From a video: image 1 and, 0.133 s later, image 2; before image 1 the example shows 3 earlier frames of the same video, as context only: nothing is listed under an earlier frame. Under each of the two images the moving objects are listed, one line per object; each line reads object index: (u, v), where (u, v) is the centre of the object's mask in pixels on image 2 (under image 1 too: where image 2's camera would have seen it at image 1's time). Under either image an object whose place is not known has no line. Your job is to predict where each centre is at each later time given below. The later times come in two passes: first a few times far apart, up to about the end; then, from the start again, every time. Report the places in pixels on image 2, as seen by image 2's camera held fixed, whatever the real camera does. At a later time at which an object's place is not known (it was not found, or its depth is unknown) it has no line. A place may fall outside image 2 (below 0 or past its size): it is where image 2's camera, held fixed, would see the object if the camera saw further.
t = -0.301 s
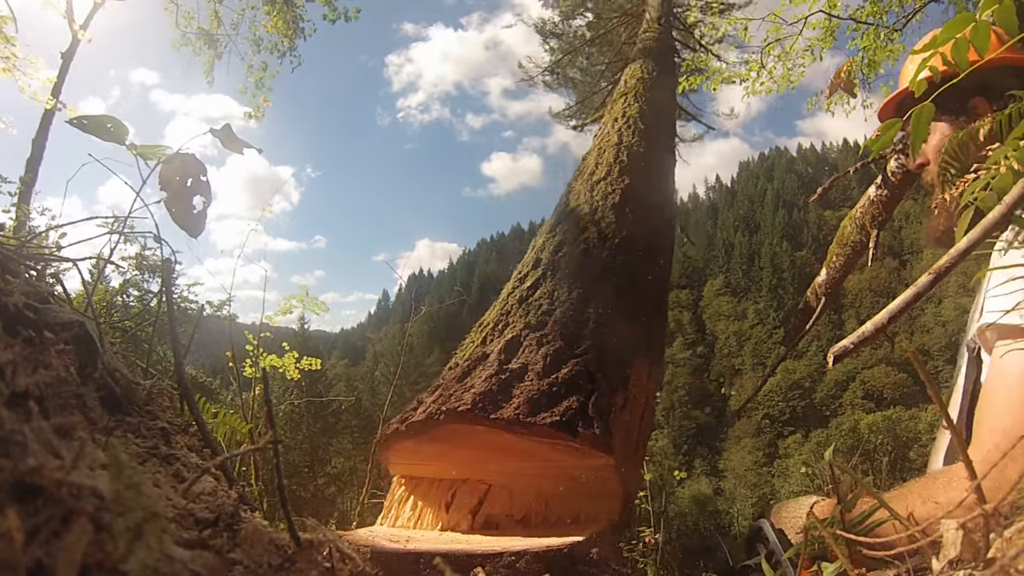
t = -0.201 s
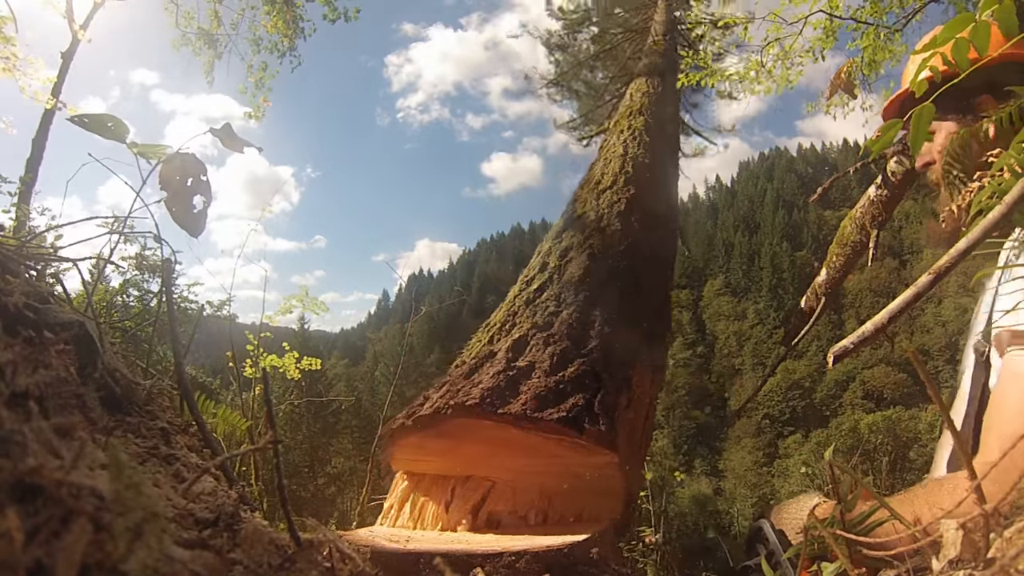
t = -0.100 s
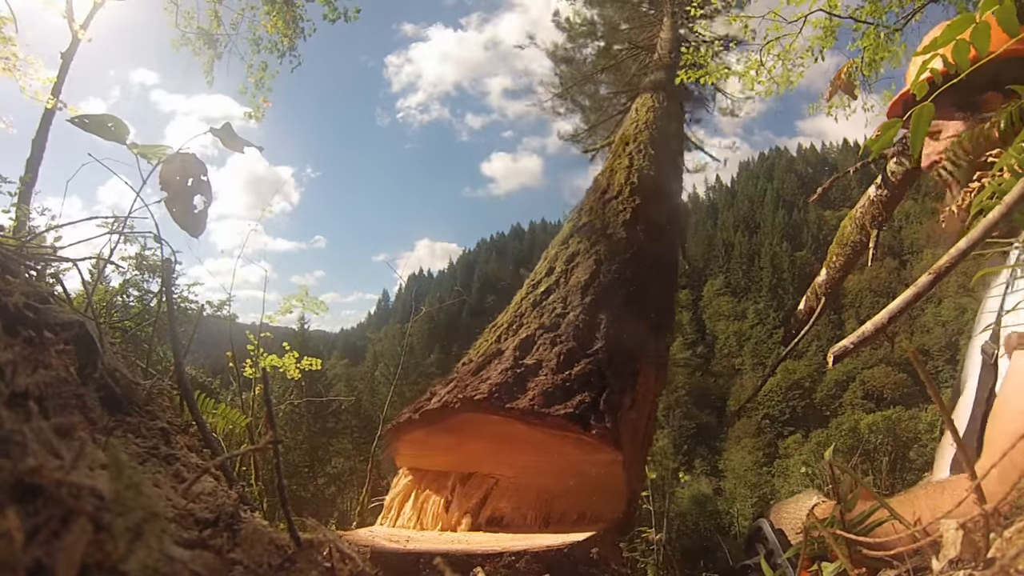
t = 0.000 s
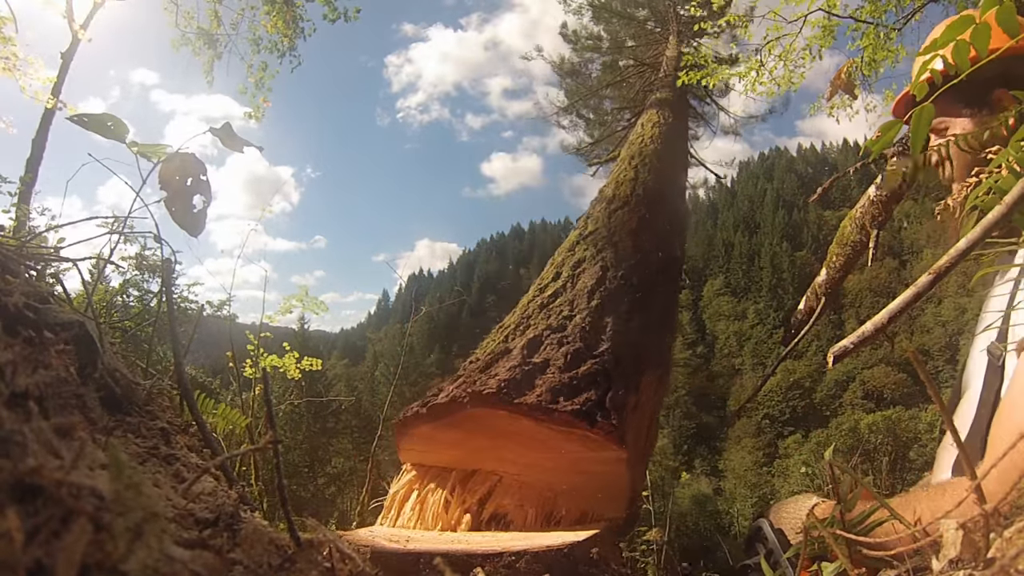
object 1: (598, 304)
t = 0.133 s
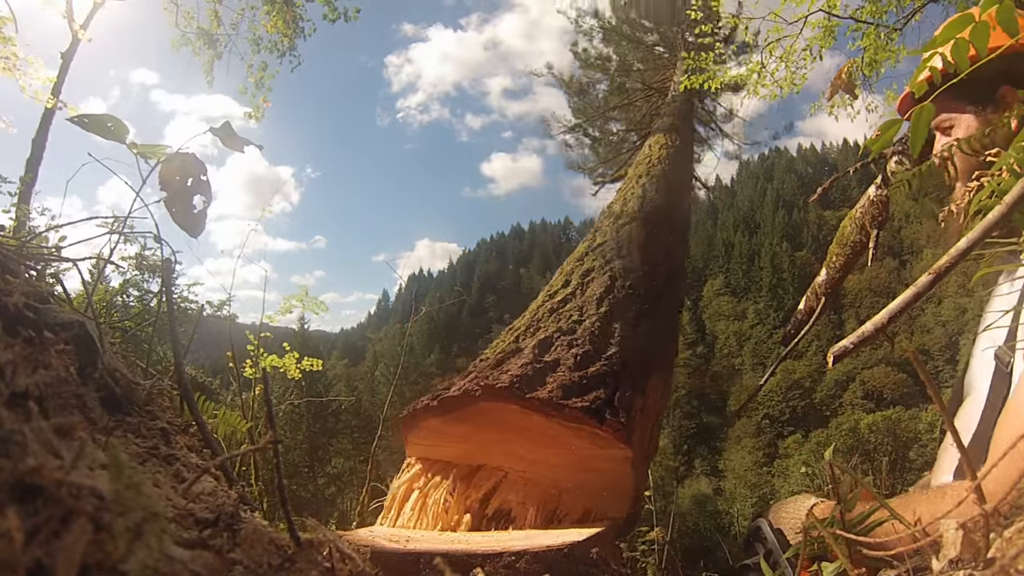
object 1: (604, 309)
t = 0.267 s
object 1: (612, 313)
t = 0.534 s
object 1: (626, 359)
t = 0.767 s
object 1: (633, 399)
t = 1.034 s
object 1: (665, 458)
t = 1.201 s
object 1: (685, 482)
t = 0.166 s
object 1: (606, 310)
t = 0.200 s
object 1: (609, 310)
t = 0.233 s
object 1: (610, 313)
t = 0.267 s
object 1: (612, 313)
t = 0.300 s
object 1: (616, 314)
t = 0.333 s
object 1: (617, 317)
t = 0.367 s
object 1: (617, 323)
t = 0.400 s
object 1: (619, 328)
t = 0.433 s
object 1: (622, 336)
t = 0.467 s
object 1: (623, 343)
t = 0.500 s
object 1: (625, 350)
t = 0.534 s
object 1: (626, 359)
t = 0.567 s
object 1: (626, 366)
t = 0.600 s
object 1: (630, 370)
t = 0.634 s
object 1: (629, 376)
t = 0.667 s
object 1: (631, 379)
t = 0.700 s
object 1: (633, 384)
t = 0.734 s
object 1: (634, 390)
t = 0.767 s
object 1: (633, 399)
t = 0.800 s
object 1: (635, 407)
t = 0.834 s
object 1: (638, 414)
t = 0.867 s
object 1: (641, 420)
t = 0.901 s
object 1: (642, 431)
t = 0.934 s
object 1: (648, 441)
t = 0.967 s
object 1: (653, 443)
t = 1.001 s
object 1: (660, 450)
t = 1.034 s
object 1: (665, 458)
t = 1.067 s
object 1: (671, 463)
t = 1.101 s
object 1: (675, 468)
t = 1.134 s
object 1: (679, 474)
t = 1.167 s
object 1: (682, 475)
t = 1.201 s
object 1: (685, 482)
